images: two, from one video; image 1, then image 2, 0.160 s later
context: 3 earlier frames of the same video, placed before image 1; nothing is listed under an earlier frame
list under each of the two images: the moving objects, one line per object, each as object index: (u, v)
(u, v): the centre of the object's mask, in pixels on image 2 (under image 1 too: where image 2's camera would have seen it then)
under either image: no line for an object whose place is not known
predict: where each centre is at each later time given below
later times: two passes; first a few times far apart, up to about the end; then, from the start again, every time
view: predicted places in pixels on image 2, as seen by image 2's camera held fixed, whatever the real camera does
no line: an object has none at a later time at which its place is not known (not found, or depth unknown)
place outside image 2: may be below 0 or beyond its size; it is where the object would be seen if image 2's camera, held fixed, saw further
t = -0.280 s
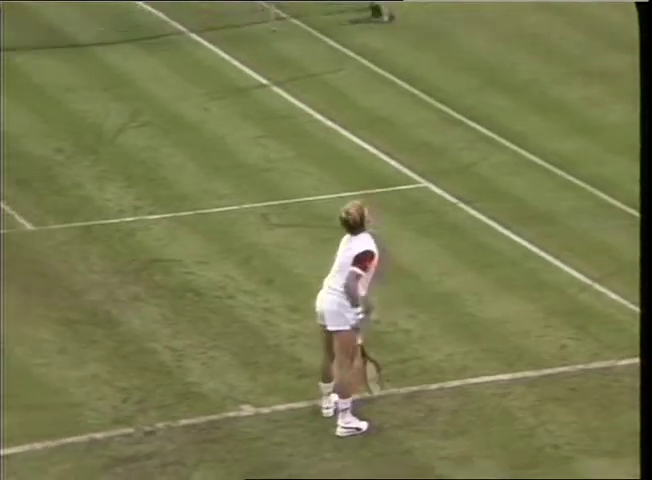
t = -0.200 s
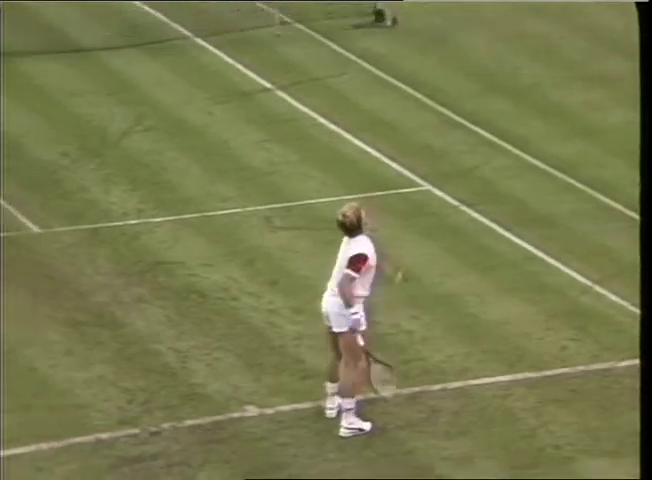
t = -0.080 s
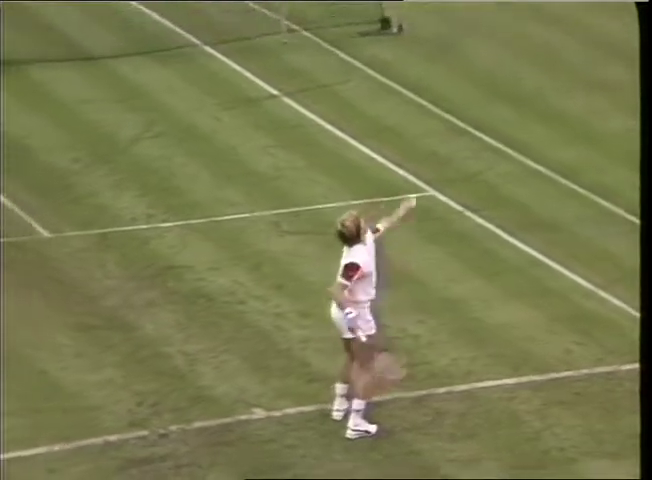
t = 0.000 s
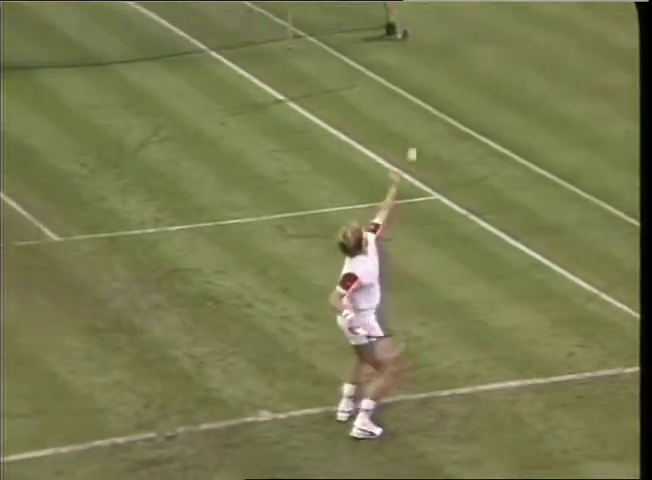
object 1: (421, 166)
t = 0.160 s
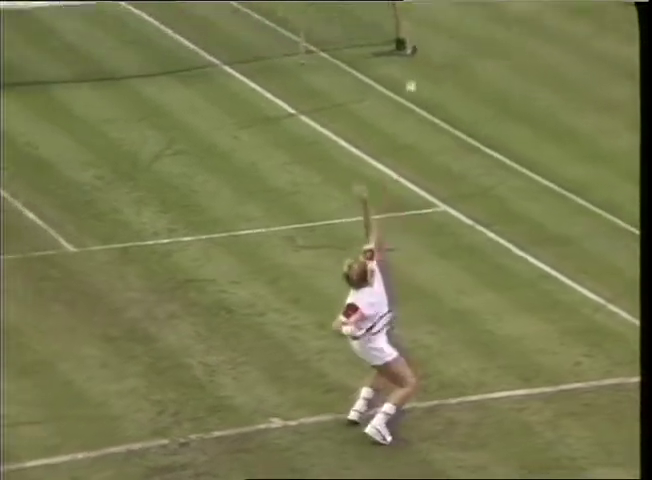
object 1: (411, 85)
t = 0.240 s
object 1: (405, 58)
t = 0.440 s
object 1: (391, 22)
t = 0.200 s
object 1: (408, 71)
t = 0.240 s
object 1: (405, 58)
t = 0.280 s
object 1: (403, 47)
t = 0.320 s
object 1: (400, 38)
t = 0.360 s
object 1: (397, 31)
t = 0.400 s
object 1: (394, 26)
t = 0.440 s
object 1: (391, 22)
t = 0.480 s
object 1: (387, 20)
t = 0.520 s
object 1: (384, 21)
